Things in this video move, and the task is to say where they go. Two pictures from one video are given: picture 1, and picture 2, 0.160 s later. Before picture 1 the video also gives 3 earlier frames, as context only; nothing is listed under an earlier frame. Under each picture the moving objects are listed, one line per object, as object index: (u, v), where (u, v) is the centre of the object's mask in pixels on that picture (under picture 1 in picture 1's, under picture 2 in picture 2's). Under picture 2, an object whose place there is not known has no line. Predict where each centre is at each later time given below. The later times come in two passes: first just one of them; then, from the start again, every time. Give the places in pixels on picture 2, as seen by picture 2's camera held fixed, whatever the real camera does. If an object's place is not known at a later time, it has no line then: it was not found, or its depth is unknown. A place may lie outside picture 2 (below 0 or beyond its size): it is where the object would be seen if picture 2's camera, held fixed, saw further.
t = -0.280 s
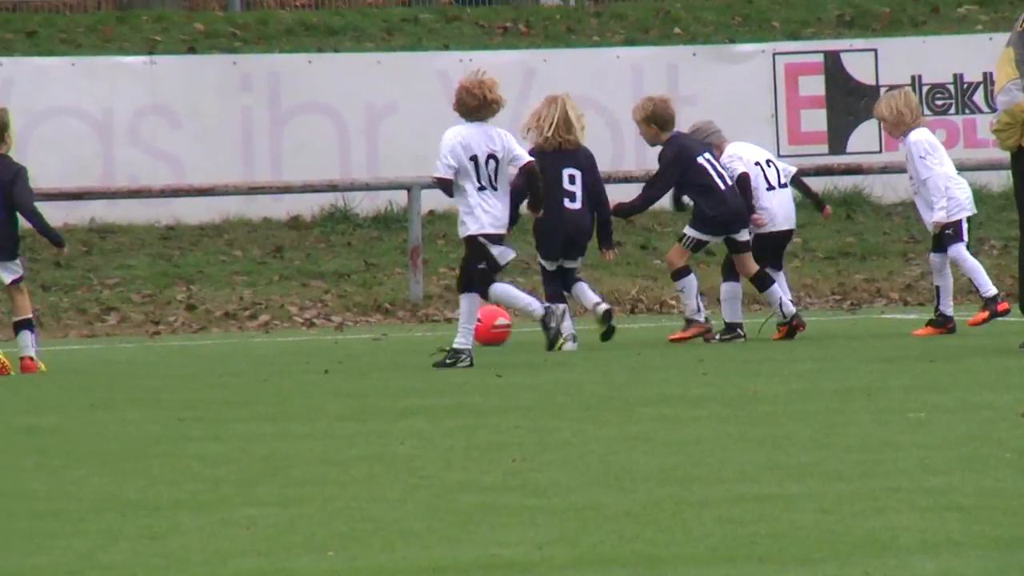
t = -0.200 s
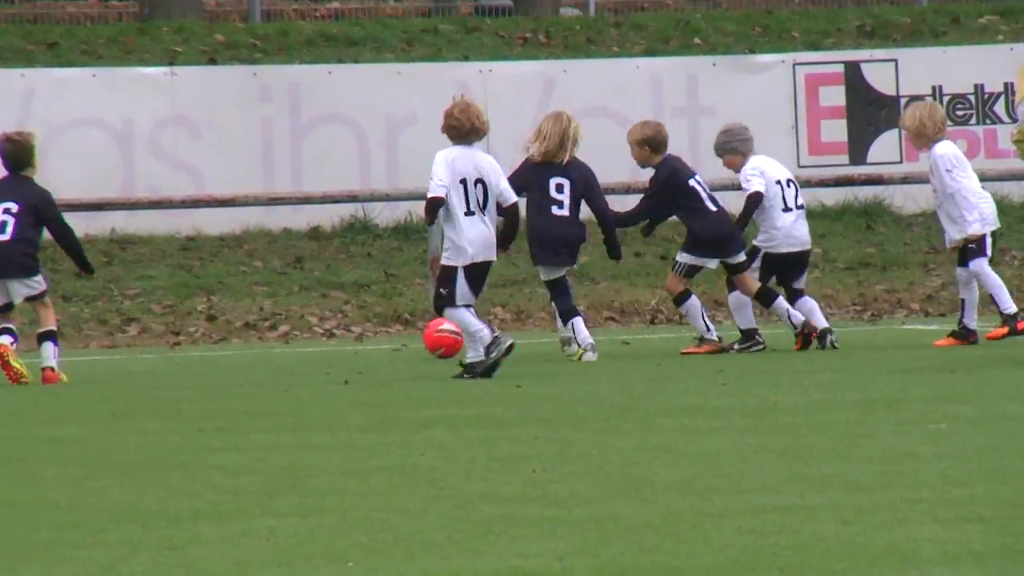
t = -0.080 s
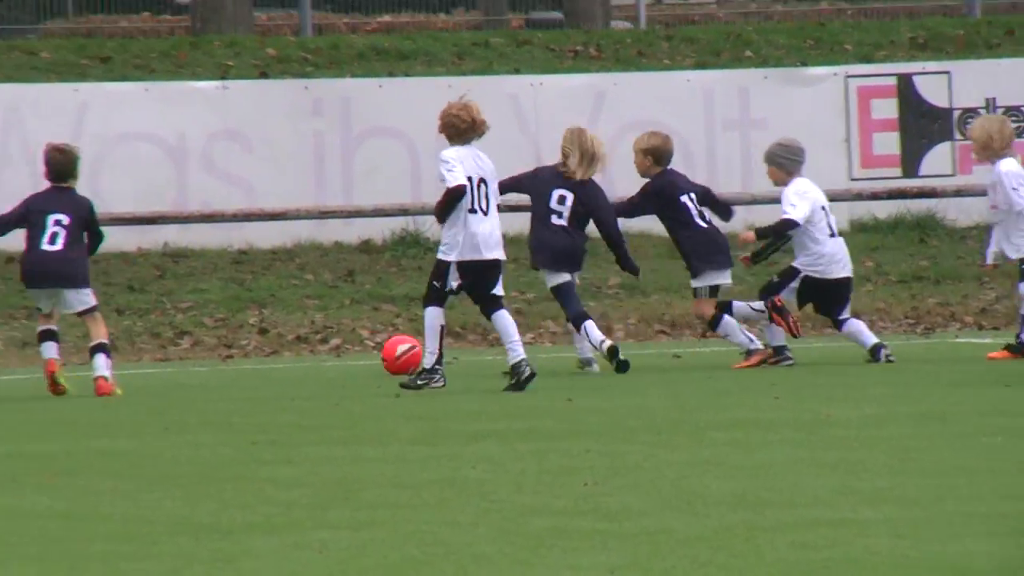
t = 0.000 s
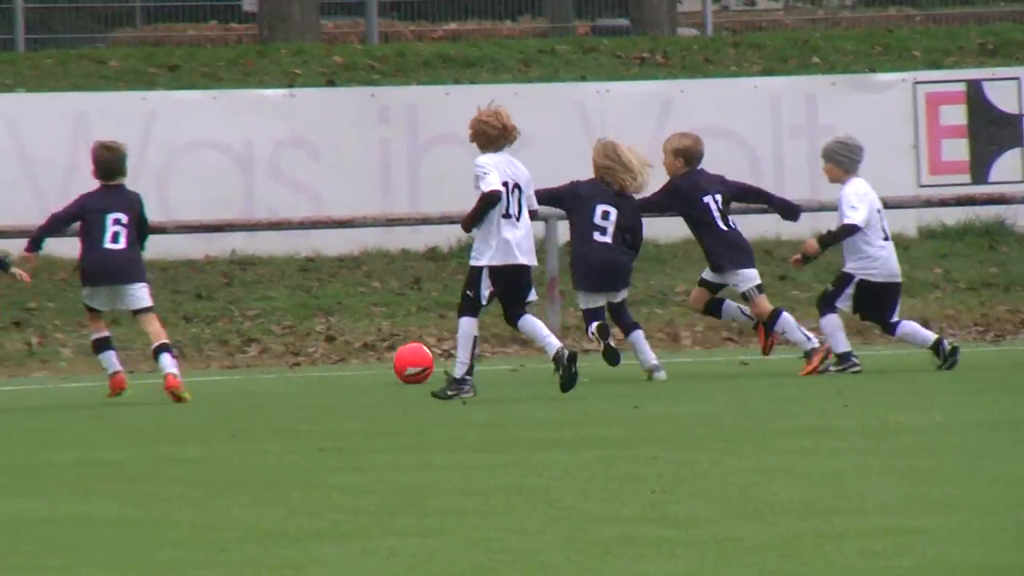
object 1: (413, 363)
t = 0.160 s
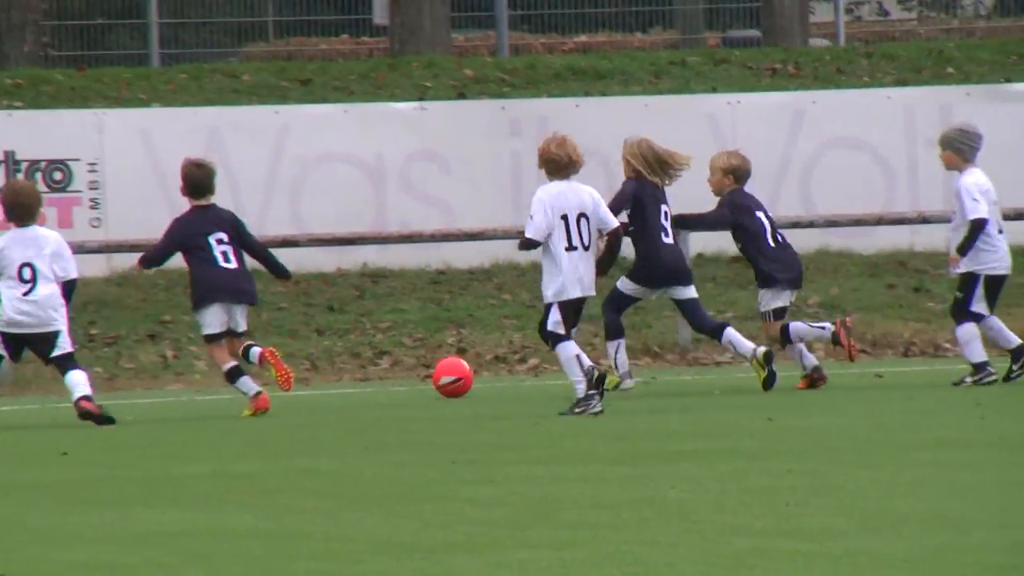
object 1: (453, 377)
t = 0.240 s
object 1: (416, 378)
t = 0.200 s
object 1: (435, 377)
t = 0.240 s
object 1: (416, 378)
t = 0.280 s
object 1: (399, 378)
